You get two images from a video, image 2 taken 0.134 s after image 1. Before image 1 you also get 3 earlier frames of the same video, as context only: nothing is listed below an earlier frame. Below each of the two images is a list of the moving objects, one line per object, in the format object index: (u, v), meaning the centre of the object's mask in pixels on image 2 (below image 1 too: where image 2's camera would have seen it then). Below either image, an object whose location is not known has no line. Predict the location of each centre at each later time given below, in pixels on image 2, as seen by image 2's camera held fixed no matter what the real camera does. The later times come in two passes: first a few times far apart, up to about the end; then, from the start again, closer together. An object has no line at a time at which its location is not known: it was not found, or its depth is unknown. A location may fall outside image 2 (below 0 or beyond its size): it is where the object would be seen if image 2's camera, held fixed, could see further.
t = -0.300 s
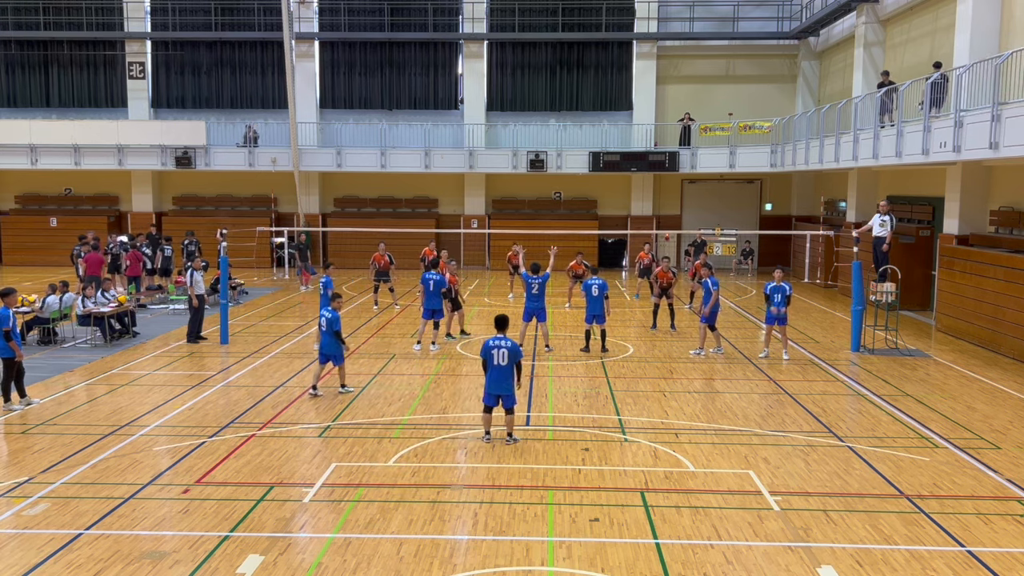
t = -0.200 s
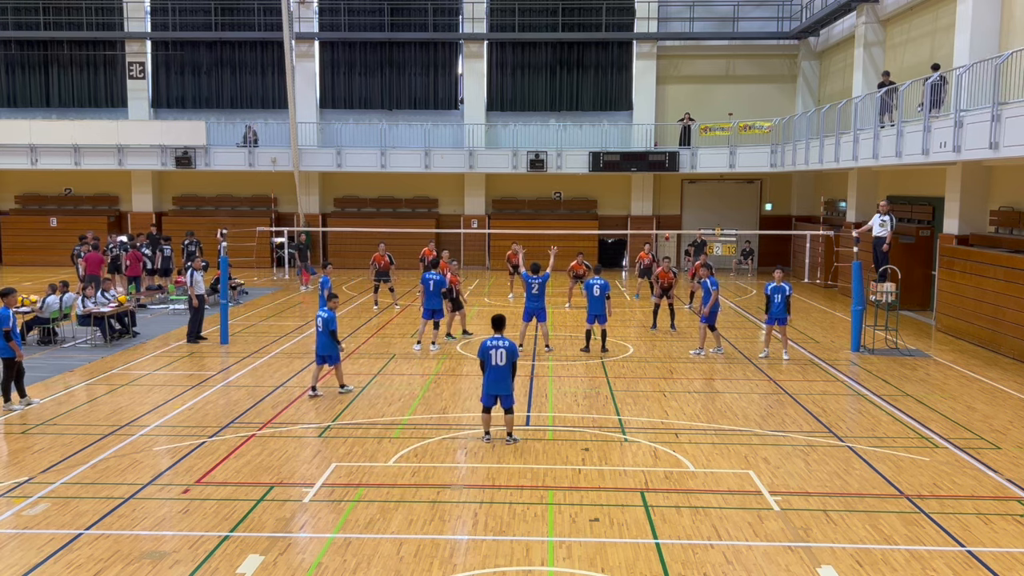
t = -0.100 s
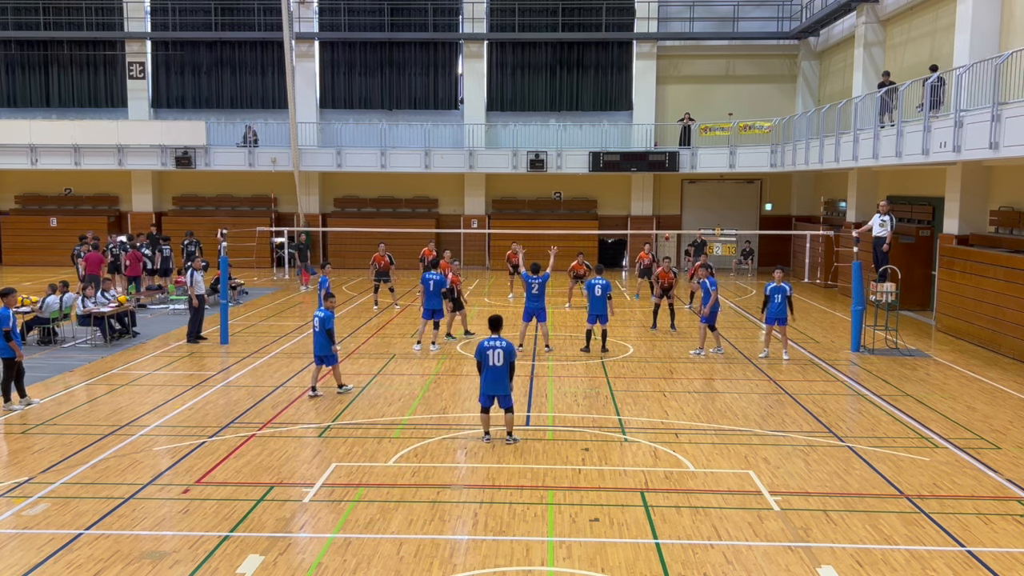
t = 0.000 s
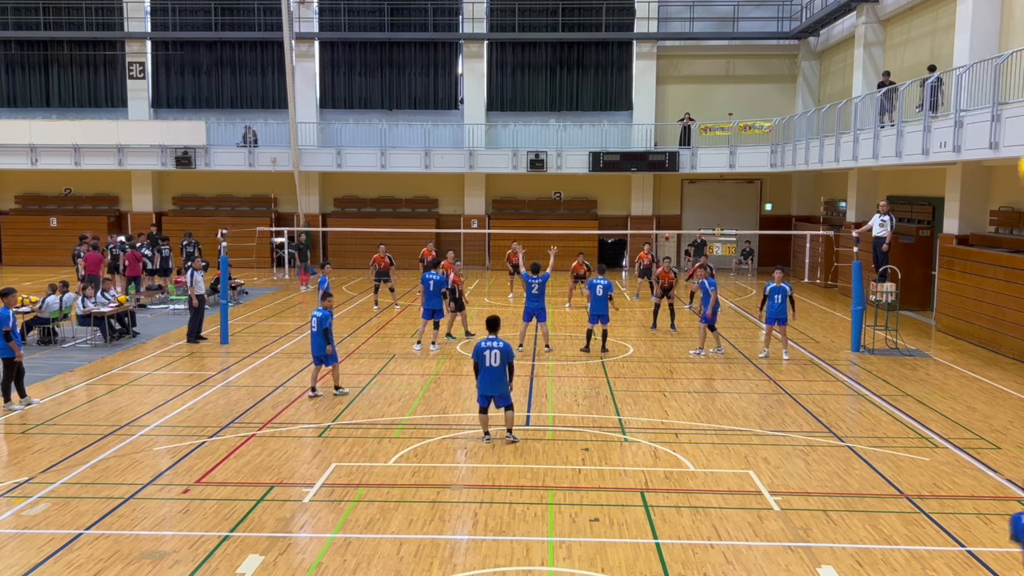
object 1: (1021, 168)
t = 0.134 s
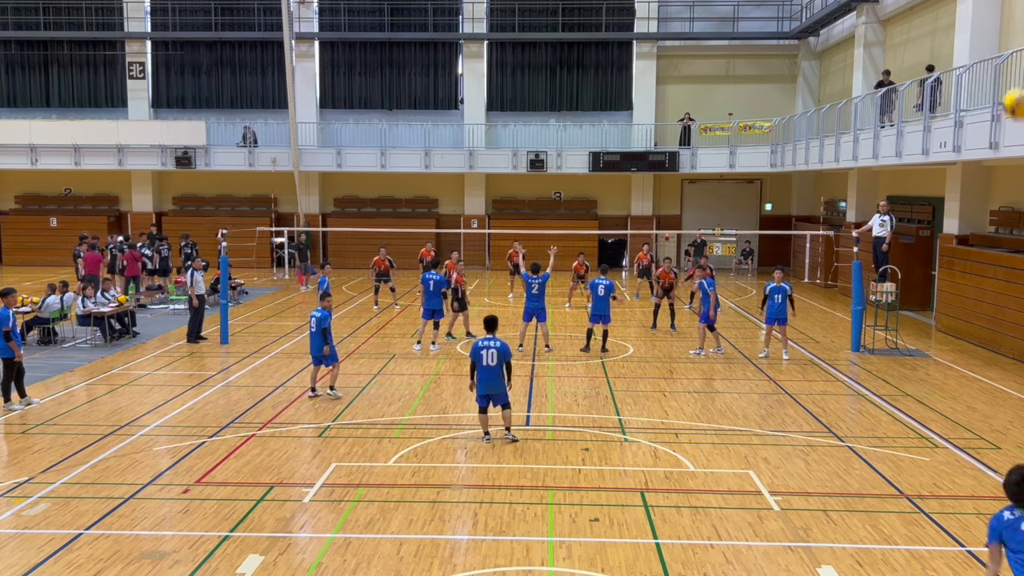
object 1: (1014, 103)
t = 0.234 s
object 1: (1007, 73)
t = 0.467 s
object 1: (979, 60)
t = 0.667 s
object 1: (954, 102)
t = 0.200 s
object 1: (1010, 81)
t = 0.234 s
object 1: (1007, 73)
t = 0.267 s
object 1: (1003, 67)
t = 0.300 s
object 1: (1000, 62)
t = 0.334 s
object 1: (995, 59)
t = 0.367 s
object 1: (991, 57)
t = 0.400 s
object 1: (987, 57)
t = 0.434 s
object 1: (983, 58)
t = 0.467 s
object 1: (979, 60)
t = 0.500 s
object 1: (975, 64)
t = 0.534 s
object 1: (971, 69)
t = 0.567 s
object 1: (966, 76)
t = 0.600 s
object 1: (962, 84)
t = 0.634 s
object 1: (958, 91)
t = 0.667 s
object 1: (954, 102)
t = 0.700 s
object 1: (949, 112)
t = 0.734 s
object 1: (947, 125)
